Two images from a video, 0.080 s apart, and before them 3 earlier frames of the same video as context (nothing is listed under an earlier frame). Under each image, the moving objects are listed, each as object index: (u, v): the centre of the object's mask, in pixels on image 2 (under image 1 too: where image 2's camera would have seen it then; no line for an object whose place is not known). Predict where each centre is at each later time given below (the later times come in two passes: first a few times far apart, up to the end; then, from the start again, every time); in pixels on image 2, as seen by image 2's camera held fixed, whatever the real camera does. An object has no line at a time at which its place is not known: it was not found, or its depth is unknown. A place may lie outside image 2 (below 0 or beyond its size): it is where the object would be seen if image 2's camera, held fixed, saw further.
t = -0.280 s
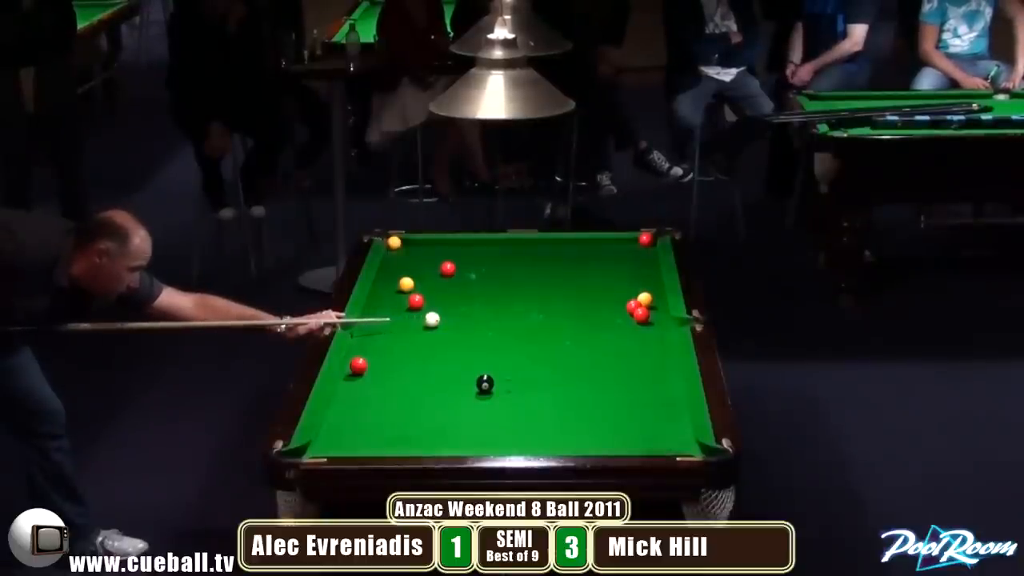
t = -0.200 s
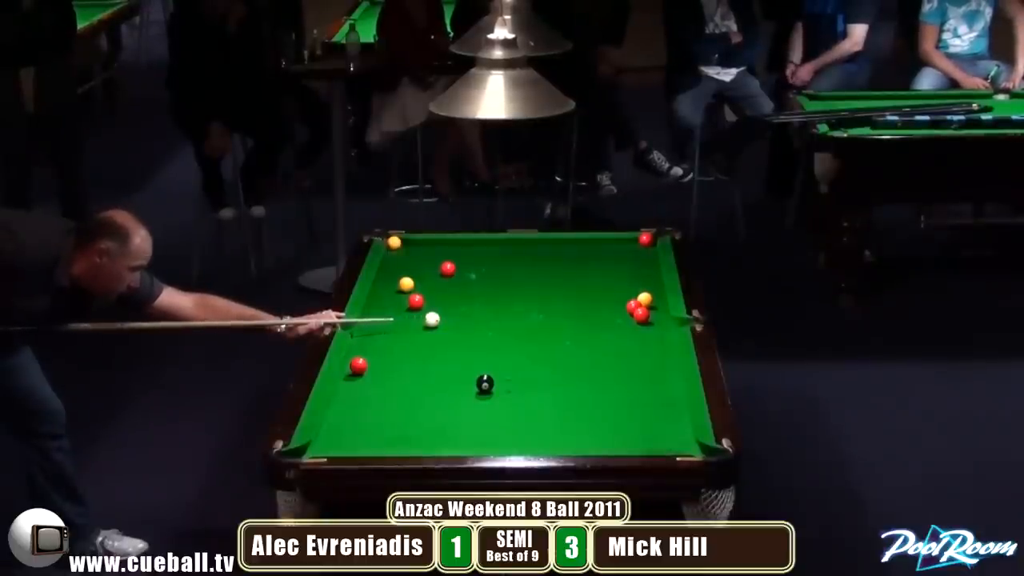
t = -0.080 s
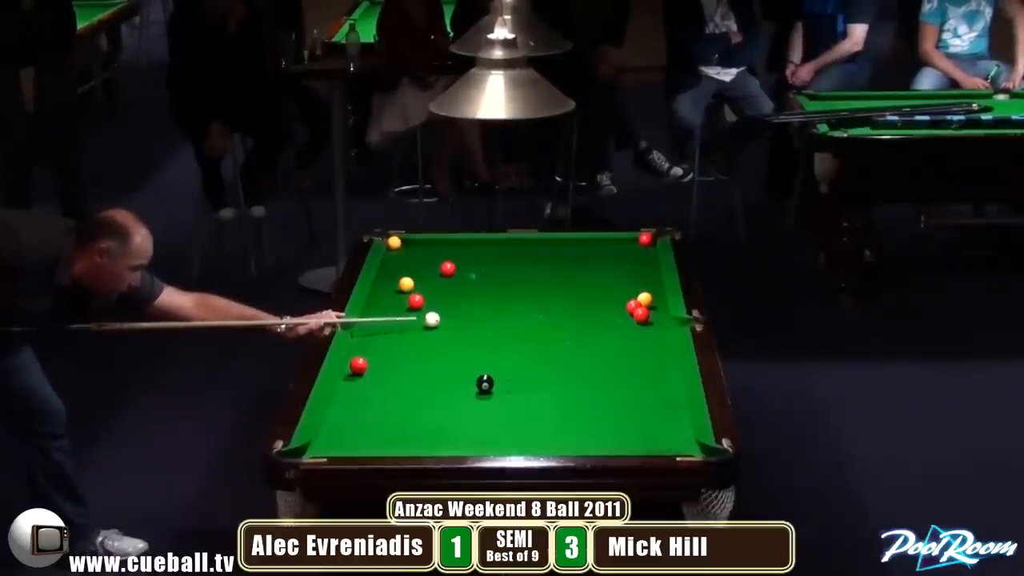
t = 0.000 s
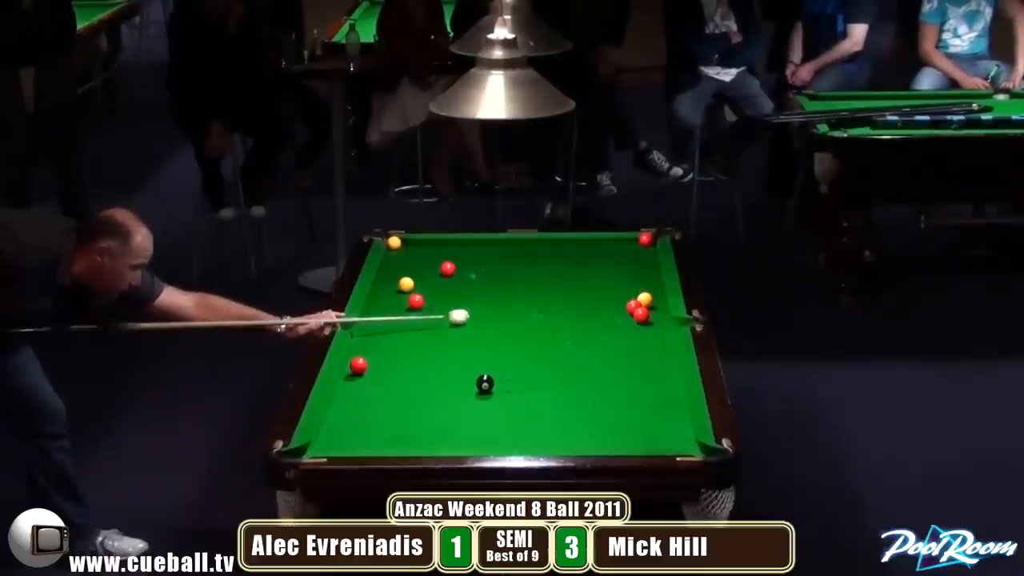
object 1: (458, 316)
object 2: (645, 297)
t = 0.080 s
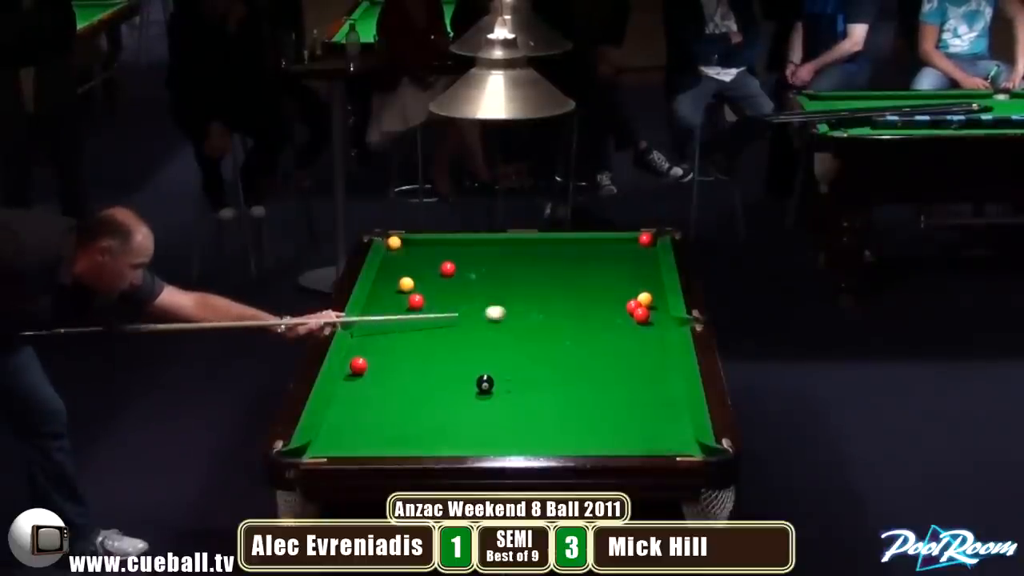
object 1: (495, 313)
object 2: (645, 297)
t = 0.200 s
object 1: (546, 308)
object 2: (645, 297)
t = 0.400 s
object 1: (626, 298)
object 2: (645, 297)
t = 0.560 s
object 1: (635, 292)
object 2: (642, 298)
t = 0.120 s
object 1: (512, 311)
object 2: (645, 297)
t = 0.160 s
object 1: (529, 310)
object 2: (645, 297)
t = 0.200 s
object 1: (546, 308)
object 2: (645, 297)
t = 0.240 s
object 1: (563, 306)
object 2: (645, 297)
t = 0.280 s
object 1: (580, 304)
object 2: (645, 297)
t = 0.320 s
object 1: (596, 303)
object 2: (645, 297)
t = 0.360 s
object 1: (612, 301)
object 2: (645, 297)
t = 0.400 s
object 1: (626, 298)
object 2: (645, 297)
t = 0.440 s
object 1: (628, 297)
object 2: (657, 299)
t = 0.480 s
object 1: (629, 295)
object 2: (653, 298)
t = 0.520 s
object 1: (632, 294)
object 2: (647, 298)
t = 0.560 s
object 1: (635, 292)
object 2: (642, 298)
